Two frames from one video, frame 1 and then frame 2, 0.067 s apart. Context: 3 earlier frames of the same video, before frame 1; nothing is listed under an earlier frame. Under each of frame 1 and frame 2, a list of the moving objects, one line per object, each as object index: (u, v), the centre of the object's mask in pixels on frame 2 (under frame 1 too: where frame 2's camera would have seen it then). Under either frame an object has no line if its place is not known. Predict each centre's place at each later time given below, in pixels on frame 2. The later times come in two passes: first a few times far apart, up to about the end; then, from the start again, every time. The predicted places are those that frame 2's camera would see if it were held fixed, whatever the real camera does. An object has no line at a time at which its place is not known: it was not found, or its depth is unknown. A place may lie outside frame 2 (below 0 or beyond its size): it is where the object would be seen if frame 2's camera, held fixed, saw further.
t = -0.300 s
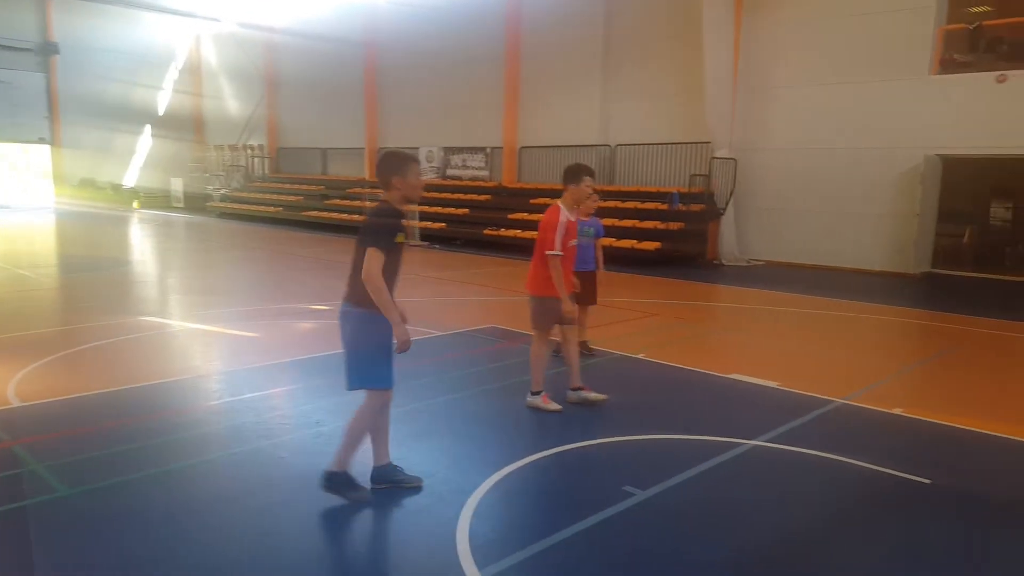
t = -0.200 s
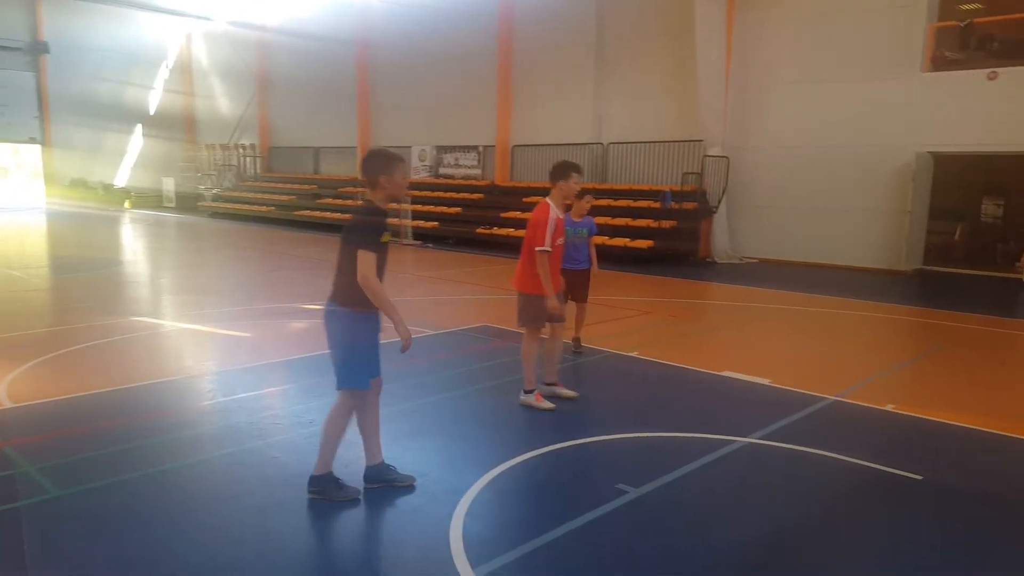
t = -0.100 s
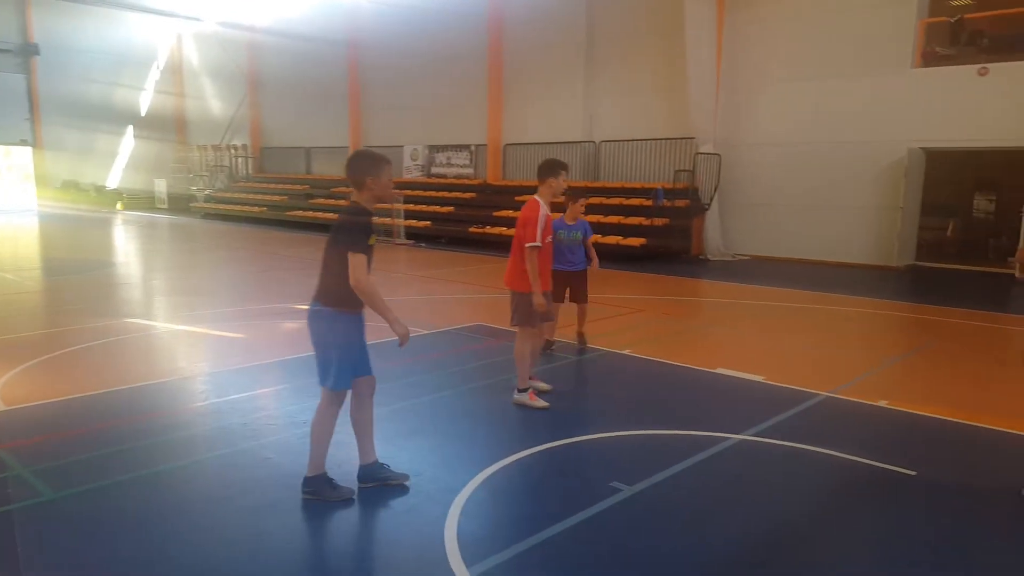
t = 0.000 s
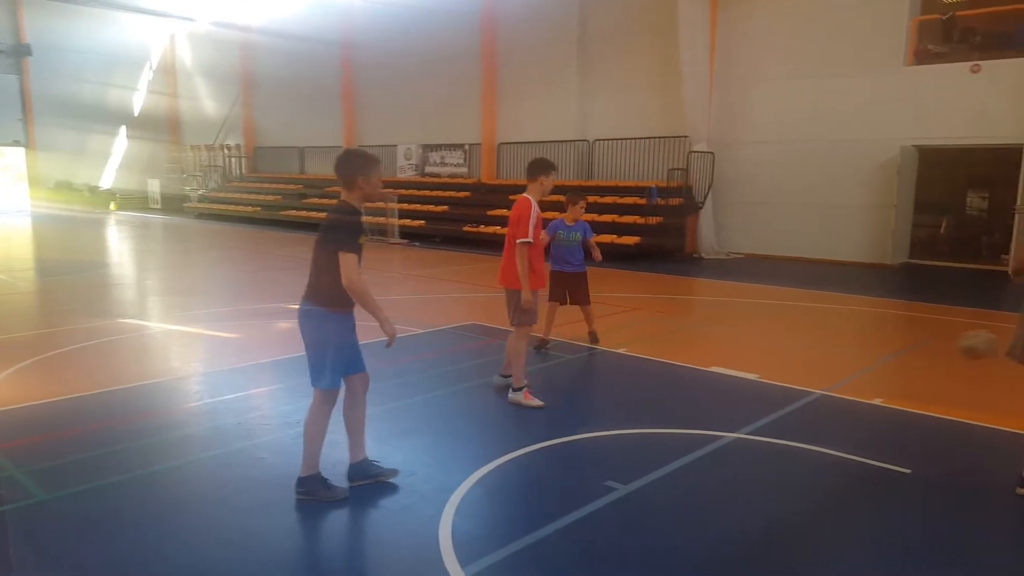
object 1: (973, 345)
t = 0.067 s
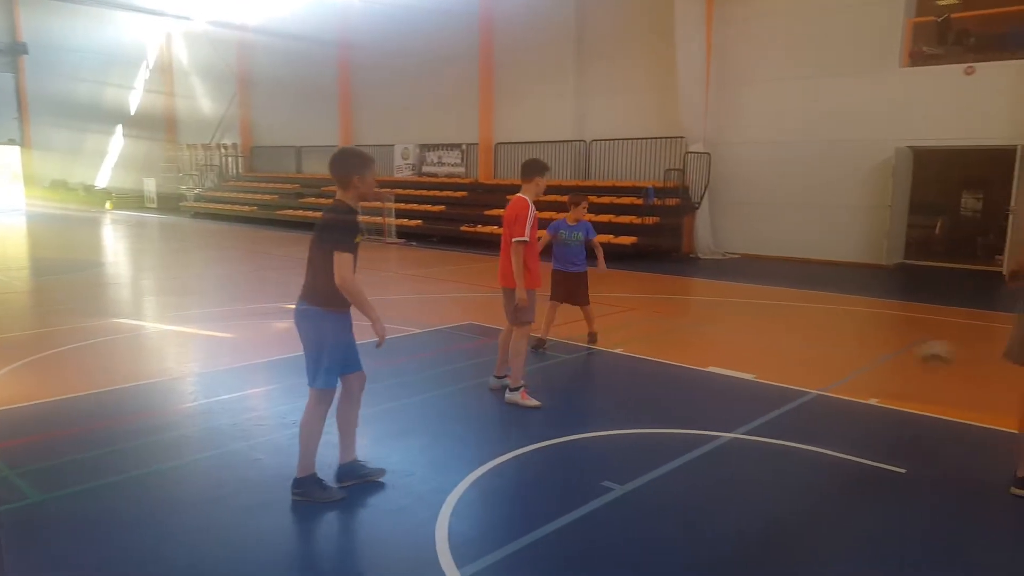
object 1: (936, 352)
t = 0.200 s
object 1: (870, 367)
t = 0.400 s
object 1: (797, 325)
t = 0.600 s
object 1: (730, 330)
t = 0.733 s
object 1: (690, 327)
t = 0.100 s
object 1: (918, 360)
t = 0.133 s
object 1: (901, 372)
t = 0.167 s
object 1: (884, 379)
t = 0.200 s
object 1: (870, 367)
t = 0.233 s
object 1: (857, 358)
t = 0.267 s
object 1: (846, 347)
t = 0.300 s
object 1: (834, 340)
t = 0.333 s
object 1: (820, 334)
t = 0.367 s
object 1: (808, 328)
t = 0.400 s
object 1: (797, 325)
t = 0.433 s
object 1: (786, 322)
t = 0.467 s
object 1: (772, 322)
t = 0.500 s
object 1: (760, 323)
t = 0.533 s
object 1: (751, 325)
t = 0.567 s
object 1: (739, 327)
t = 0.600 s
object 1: (730, 330)
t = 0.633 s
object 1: (719, 335)
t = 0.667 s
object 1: (707, 341)
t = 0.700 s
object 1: (698, 334)
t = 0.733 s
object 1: (690, 327)
